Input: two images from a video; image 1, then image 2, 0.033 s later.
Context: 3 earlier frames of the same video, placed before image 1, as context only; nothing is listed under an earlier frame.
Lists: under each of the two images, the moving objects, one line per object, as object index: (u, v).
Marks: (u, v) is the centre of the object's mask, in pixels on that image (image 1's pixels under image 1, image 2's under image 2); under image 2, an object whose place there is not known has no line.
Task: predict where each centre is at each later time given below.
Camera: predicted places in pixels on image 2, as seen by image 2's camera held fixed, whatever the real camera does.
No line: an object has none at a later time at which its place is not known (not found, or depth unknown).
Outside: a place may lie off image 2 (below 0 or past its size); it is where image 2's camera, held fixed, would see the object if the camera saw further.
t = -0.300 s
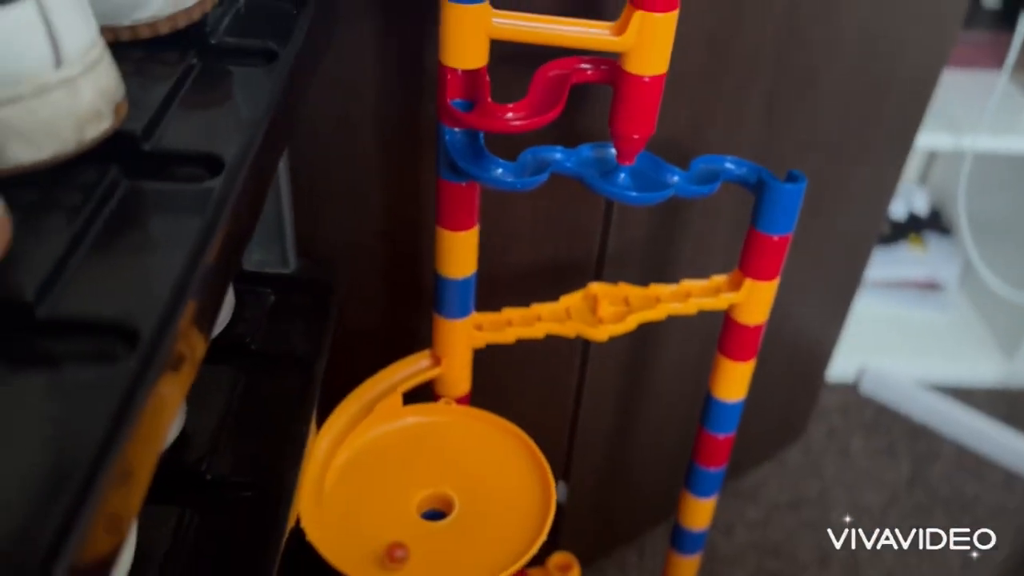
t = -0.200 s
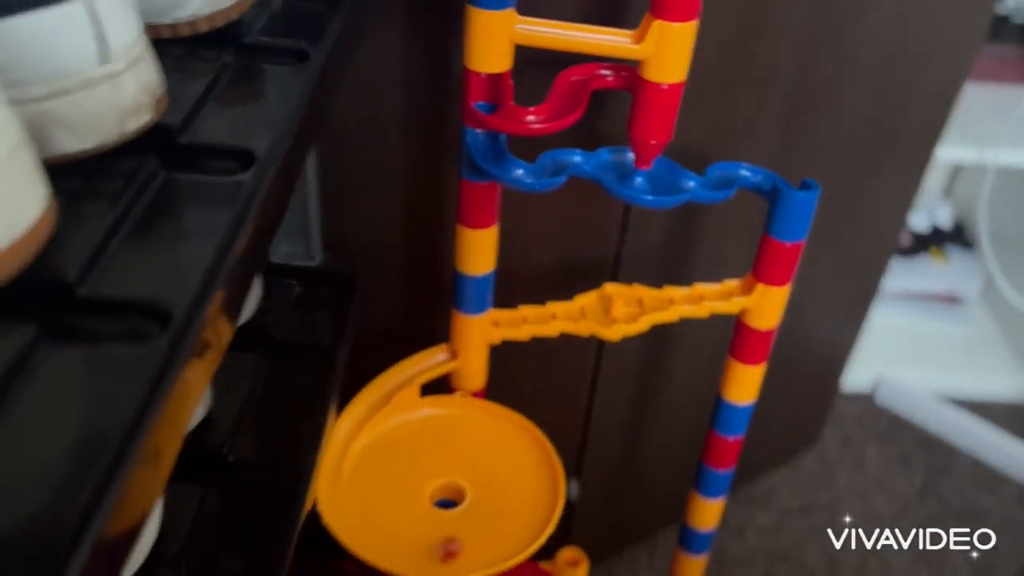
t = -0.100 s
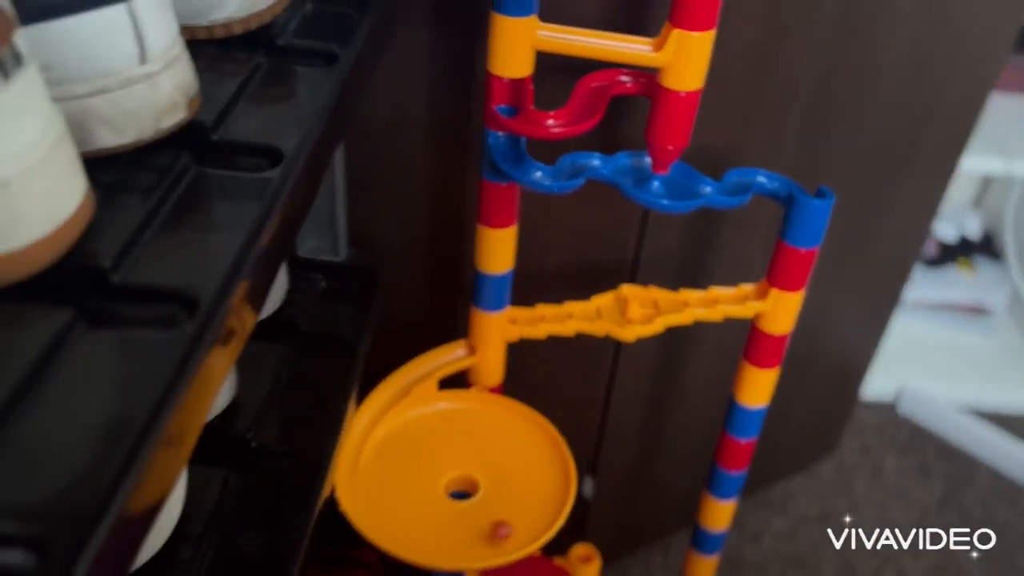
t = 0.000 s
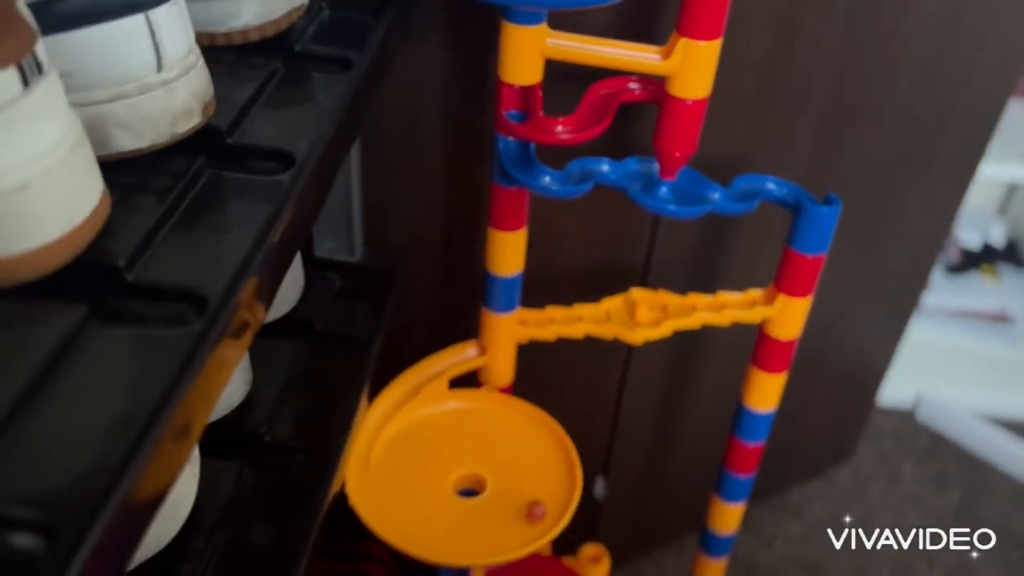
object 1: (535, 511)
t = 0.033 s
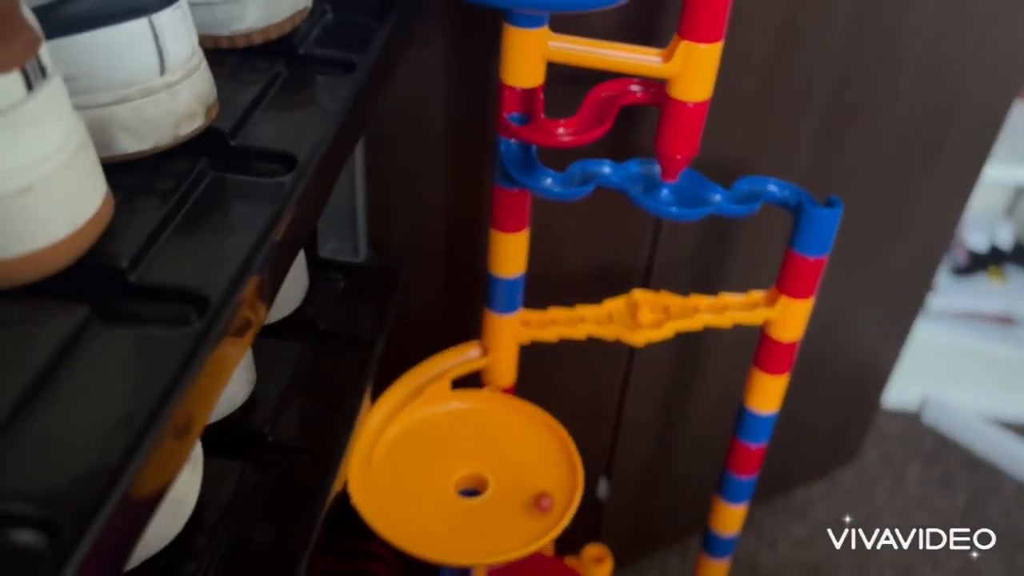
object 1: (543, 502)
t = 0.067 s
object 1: (547, 493)
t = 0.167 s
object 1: (550, 464)
